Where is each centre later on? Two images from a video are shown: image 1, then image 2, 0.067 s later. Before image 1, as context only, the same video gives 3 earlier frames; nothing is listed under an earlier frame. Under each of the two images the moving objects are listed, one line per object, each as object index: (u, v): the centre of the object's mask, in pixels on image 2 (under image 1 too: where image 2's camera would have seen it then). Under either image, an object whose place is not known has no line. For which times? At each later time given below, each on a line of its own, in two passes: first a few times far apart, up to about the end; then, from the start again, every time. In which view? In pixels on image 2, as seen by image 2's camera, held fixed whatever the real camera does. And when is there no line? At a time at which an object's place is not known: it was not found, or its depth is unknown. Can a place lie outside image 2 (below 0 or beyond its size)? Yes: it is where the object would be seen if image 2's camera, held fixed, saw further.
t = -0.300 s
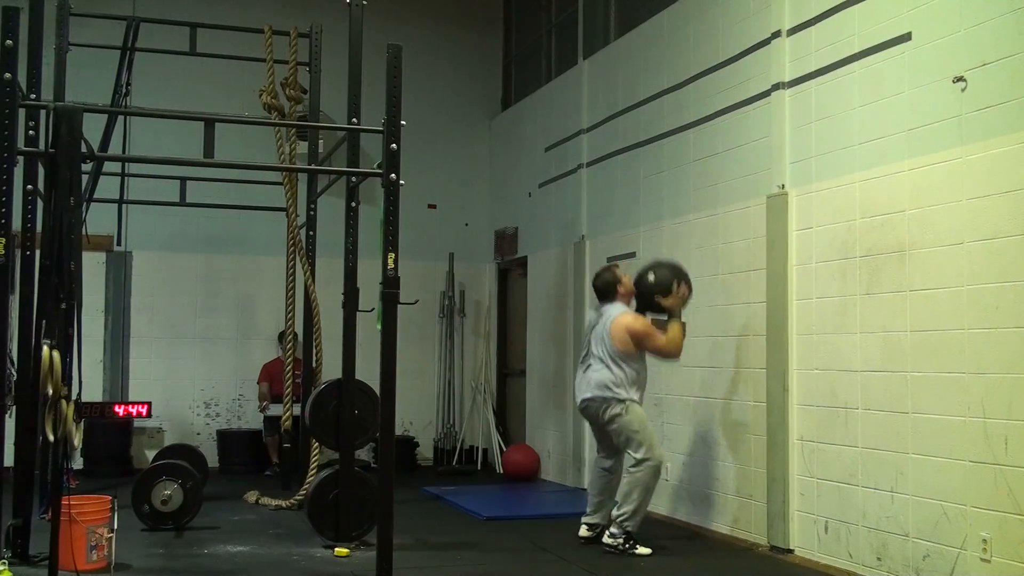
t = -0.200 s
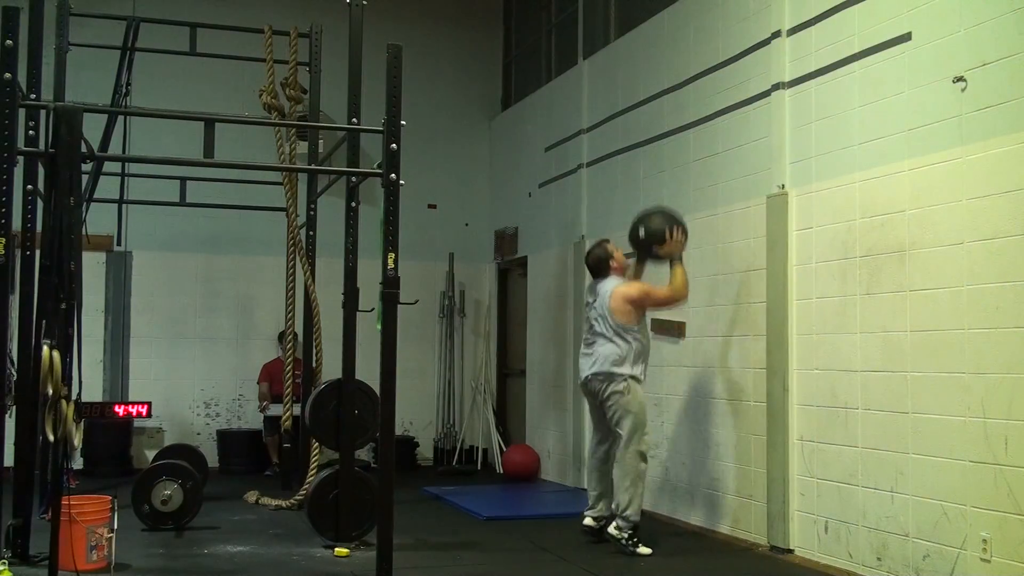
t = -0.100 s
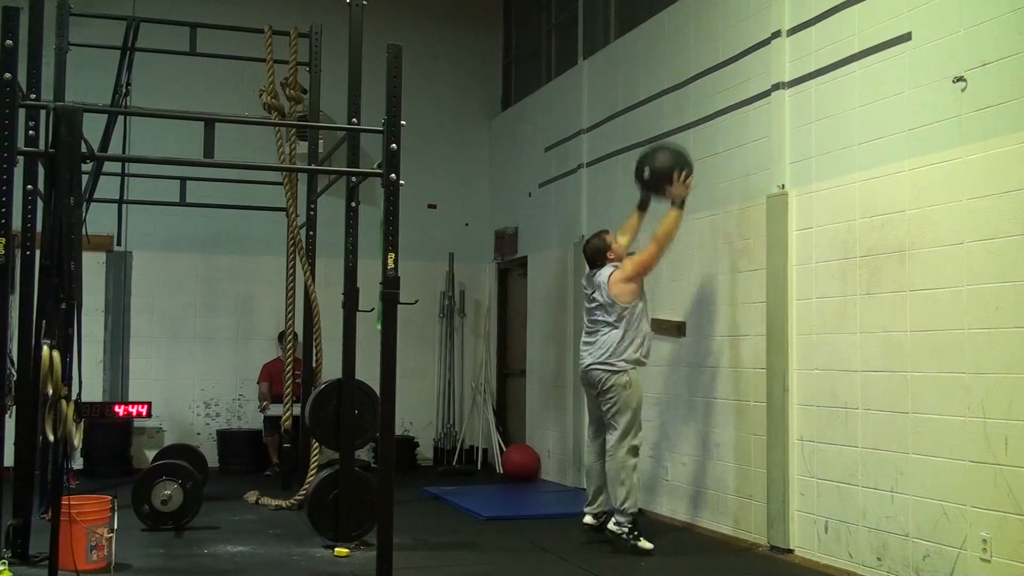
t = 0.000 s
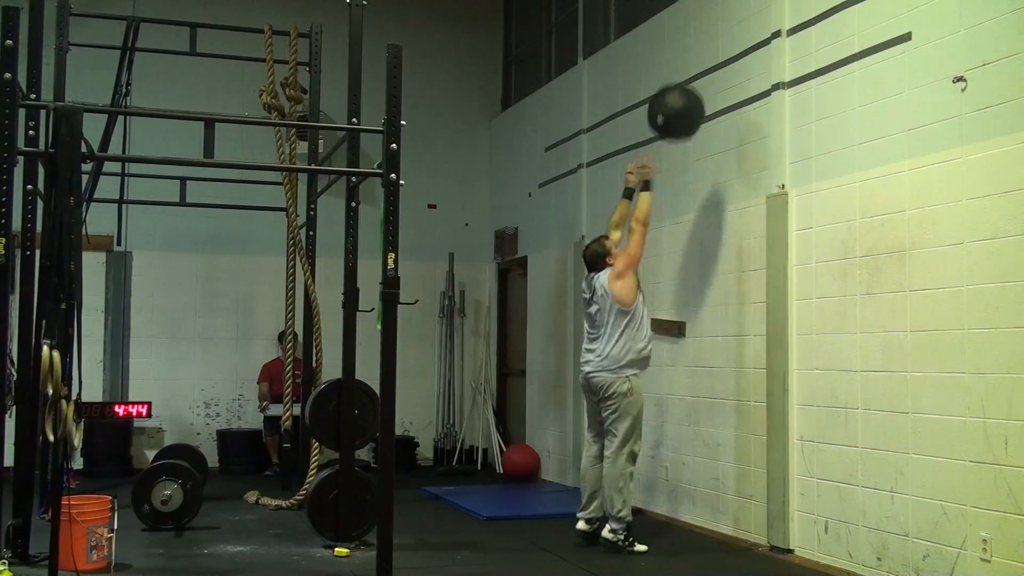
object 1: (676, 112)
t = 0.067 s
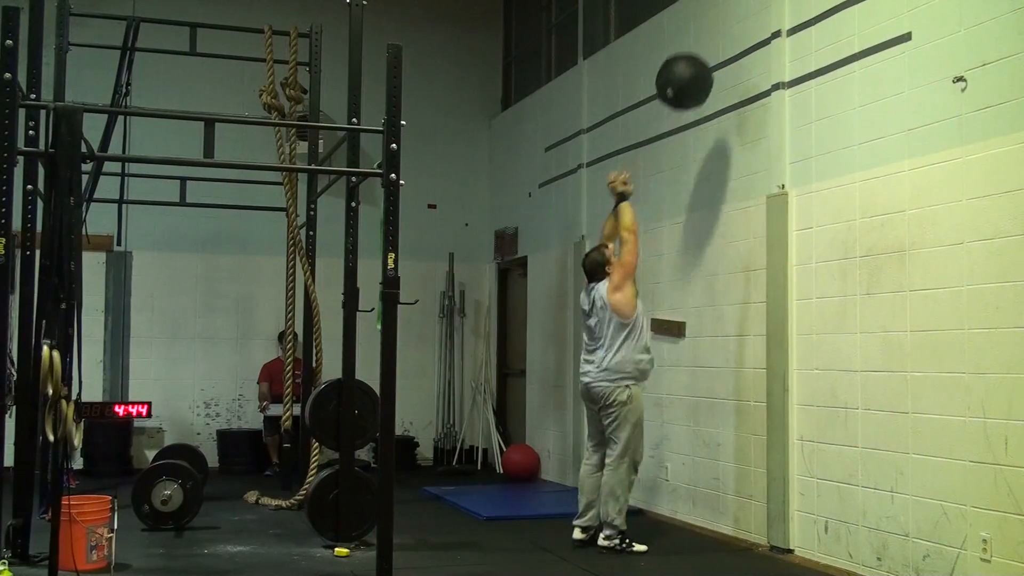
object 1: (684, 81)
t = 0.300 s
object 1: (712, 29)
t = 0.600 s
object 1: (711, 73)
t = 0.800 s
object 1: (698, 178)
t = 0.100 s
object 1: (688, 69)
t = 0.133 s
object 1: (692, 58)
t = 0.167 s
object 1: (696, 49)
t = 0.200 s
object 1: (700, 41)
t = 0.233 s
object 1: (704, 36)
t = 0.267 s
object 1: (708, 32)
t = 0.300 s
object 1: (712, 29)
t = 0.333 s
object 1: (716, 28)
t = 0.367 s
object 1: (721, 30)
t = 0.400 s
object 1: (724, 32)
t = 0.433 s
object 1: (723, 35)
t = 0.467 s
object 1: (721, 39)
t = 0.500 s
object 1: (718, 45)
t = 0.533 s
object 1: (715, 52)
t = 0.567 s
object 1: (713, 62)
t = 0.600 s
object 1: (711, 73)
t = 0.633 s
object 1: (709, 87)
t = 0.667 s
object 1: (707, 101)
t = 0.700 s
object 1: (705, 117)
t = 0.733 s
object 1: (702, 136)
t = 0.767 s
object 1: (700, 157)
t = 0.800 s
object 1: (698, 178)
